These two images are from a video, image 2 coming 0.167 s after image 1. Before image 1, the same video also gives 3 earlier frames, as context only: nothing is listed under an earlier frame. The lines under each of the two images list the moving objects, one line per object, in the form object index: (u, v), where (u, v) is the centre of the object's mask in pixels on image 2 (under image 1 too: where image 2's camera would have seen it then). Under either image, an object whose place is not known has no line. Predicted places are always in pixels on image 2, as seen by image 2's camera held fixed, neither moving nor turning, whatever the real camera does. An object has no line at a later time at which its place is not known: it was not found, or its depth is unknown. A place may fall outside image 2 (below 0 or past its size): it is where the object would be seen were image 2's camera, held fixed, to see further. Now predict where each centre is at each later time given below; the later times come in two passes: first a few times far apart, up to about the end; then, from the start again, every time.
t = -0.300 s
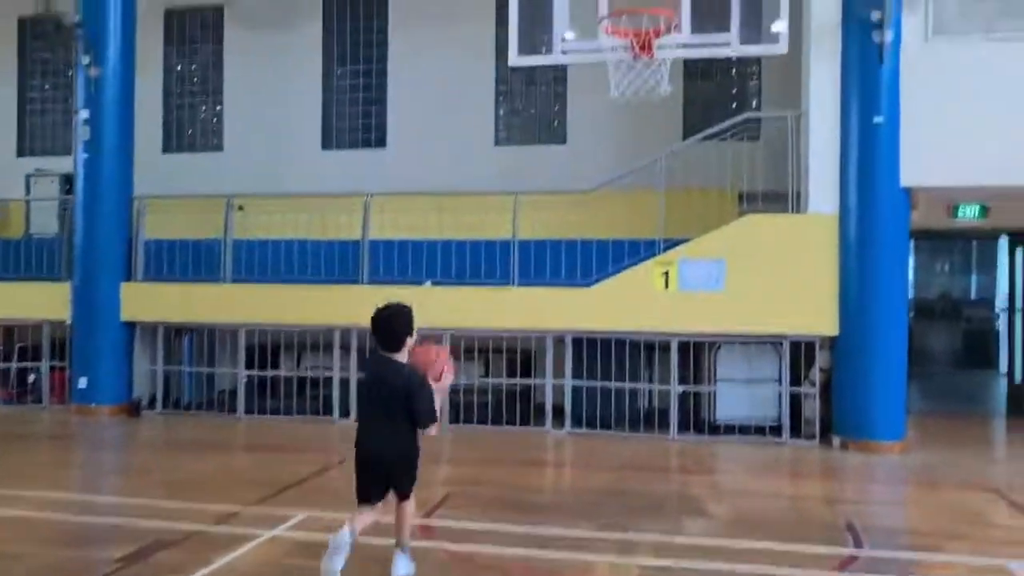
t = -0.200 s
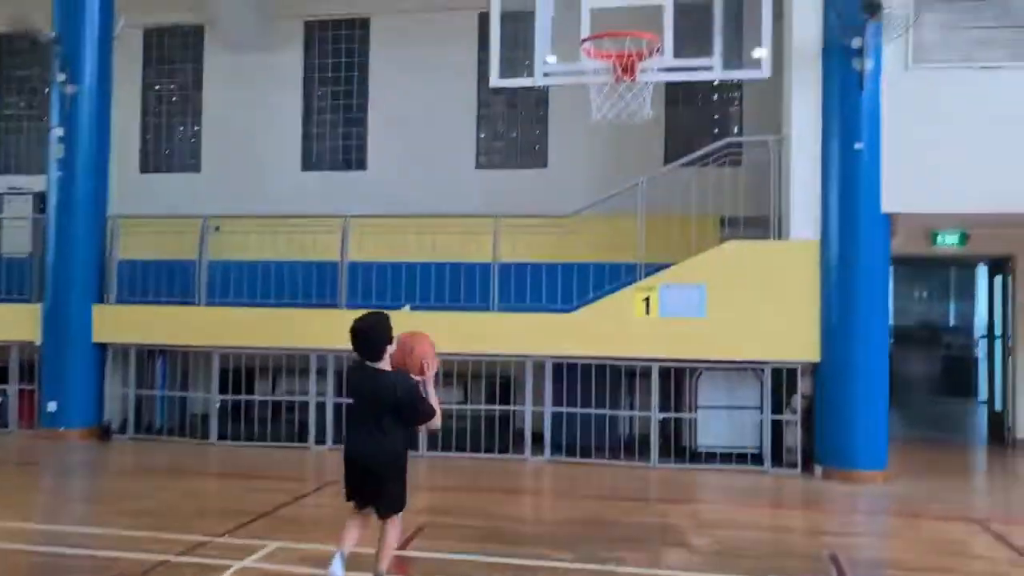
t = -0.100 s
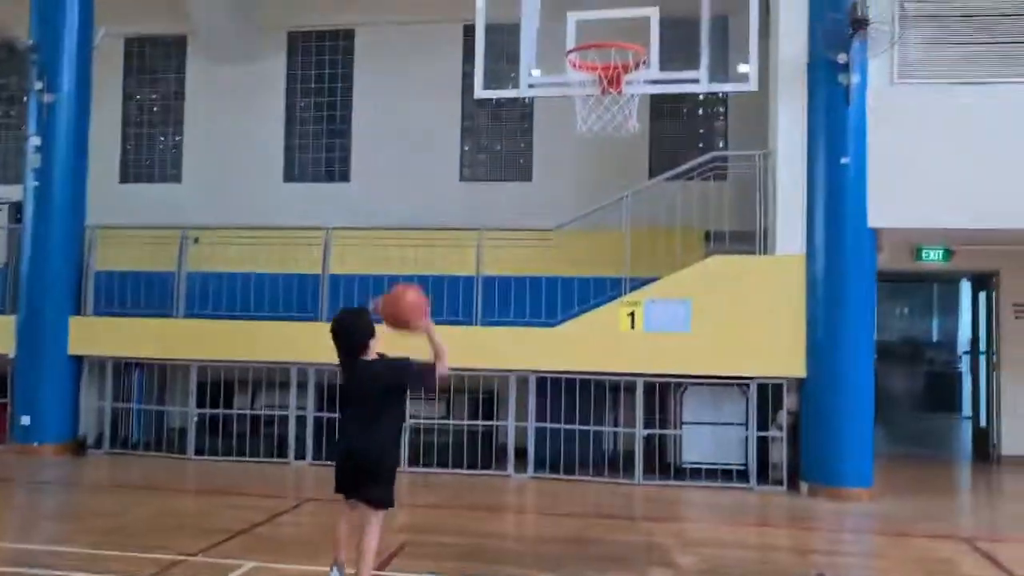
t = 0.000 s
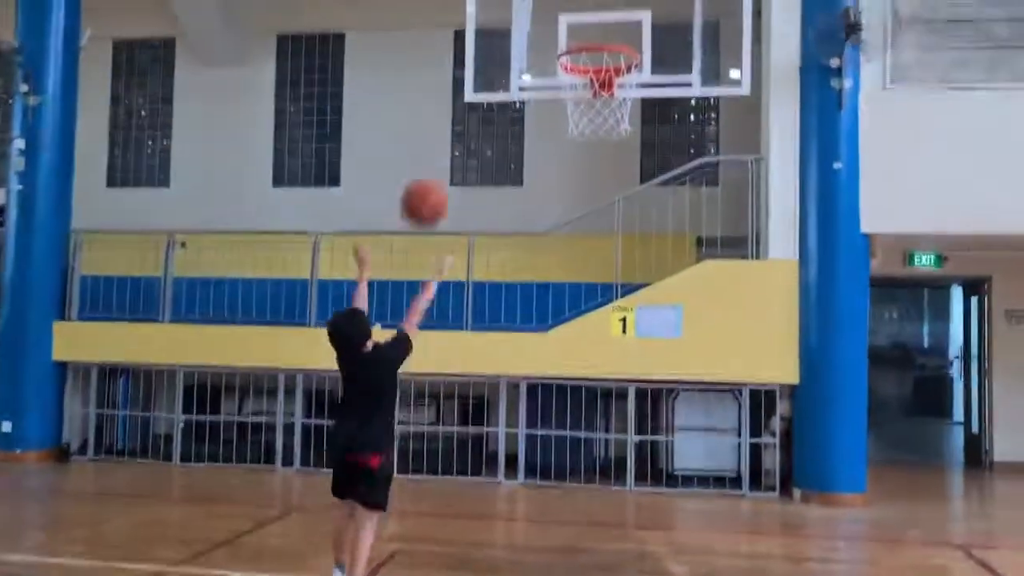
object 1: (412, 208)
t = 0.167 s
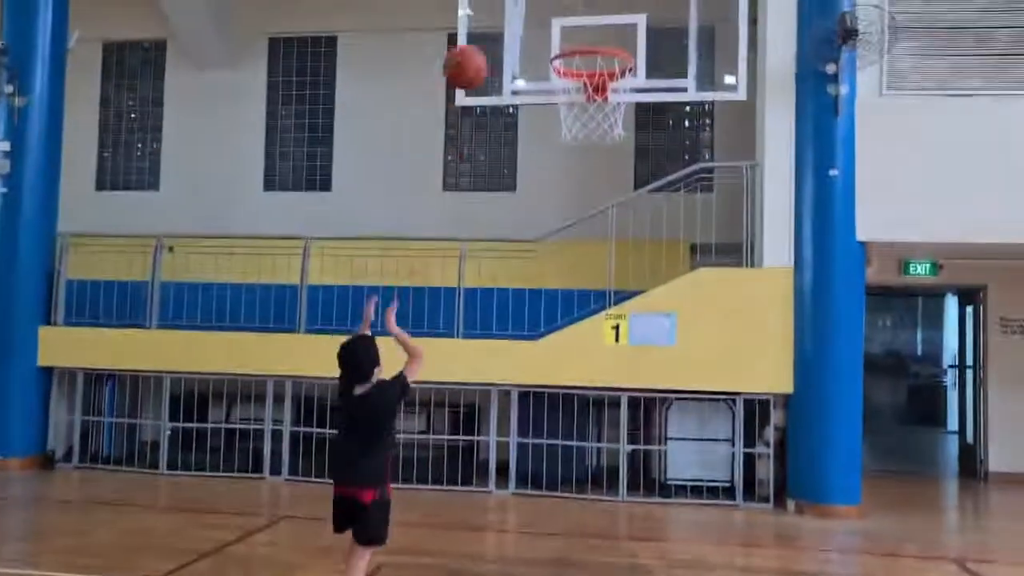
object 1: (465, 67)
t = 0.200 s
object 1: (474, 48)
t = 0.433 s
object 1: (529, -21)
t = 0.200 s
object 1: (474, 48)
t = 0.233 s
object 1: (483, 31)
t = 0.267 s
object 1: (490, 18)
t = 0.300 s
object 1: (497, 6)
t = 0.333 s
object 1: (506, -4)
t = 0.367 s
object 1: (514, -12)
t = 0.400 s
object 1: (521, -18)
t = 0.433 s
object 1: (529, -21)
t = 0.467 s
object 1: (536, -23)
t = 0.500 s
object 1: (542, -23)
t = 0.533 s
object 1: (547, -22)
